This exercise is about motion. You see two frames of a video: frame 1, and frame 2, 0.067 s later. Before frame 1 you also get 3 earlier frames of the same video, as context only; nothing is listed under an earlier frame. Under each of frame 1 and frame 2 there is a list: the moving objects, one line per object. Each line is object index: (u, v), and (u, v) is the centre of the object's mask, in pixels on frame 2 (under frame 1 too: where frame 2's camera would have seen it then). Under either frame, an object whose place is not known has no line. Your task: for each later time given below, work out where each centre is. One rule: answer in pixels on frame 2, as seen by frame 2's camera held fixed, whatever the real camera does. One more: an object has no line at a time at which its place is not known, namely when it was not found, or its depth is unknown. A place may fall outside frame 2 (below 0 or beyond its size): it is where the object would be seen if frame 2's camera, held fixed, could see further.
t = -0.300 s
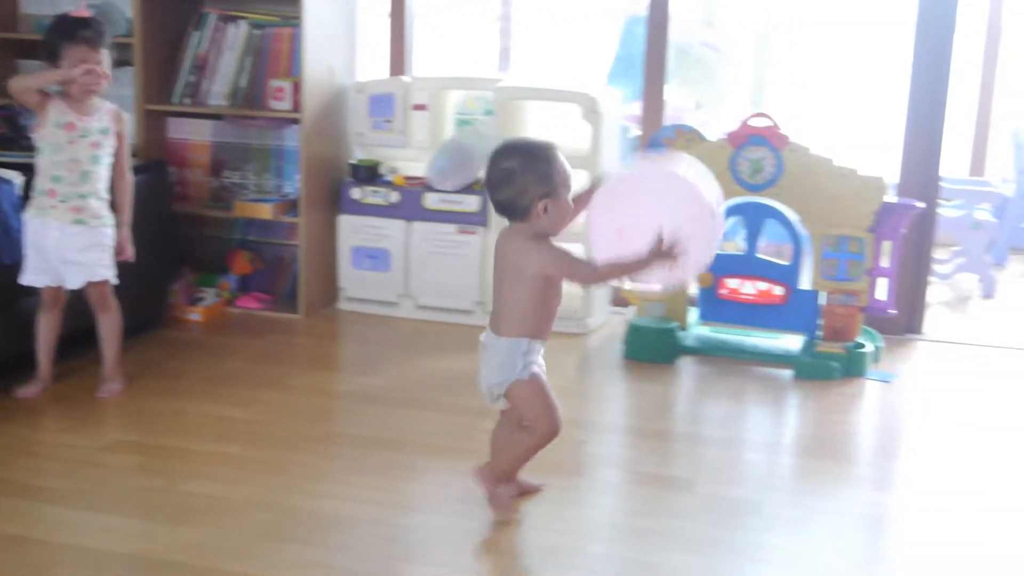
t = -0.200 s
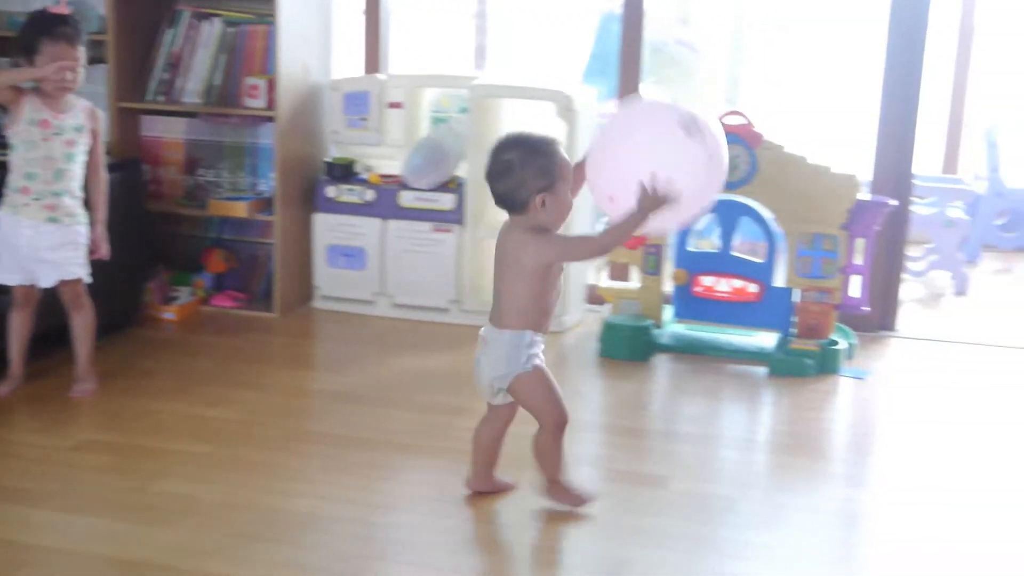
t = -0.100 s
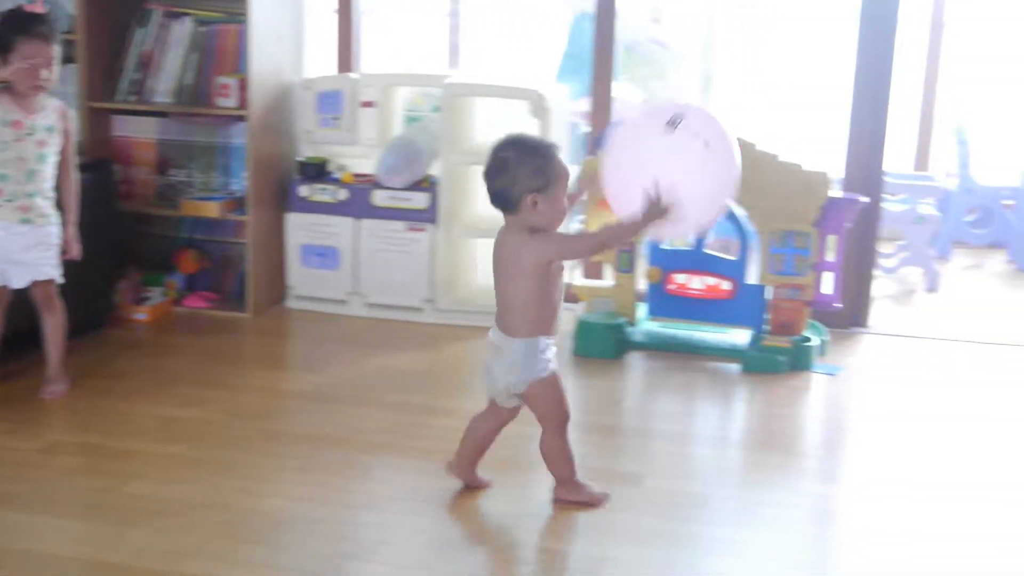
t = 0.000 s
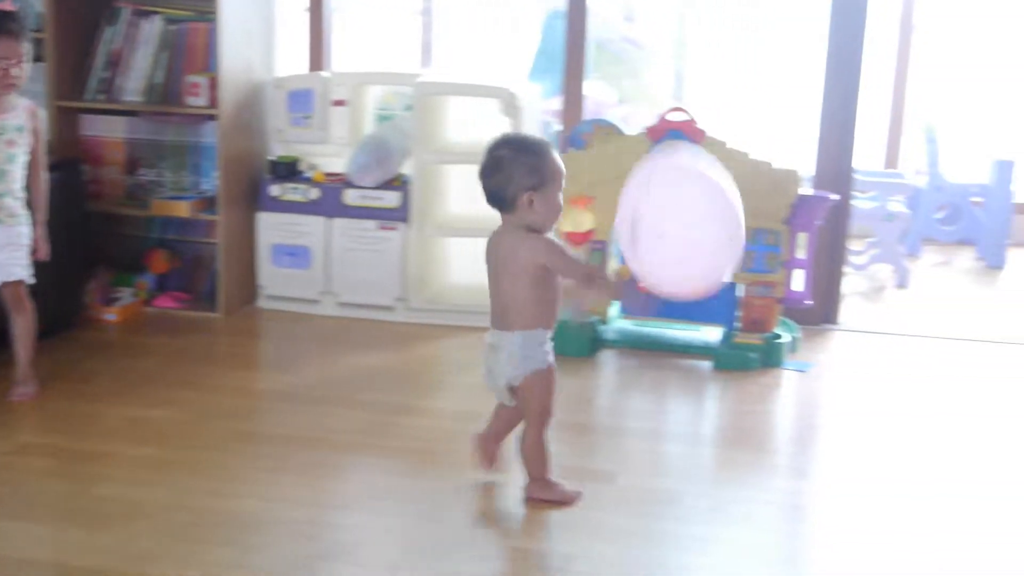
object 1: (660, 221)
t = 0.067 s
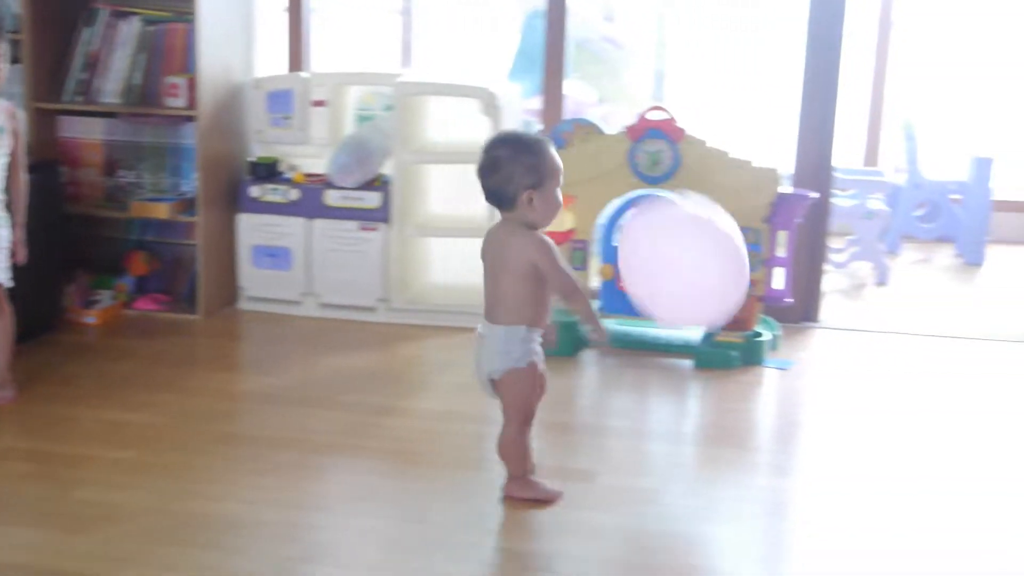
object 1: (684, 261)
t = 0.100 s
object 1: (696, 282)
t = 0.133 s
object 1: (705, 300)
